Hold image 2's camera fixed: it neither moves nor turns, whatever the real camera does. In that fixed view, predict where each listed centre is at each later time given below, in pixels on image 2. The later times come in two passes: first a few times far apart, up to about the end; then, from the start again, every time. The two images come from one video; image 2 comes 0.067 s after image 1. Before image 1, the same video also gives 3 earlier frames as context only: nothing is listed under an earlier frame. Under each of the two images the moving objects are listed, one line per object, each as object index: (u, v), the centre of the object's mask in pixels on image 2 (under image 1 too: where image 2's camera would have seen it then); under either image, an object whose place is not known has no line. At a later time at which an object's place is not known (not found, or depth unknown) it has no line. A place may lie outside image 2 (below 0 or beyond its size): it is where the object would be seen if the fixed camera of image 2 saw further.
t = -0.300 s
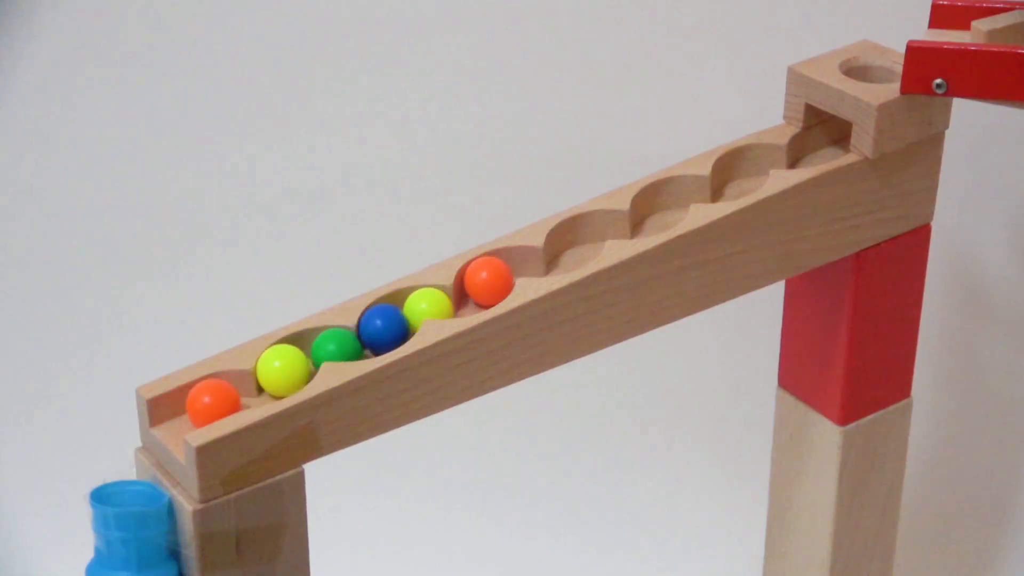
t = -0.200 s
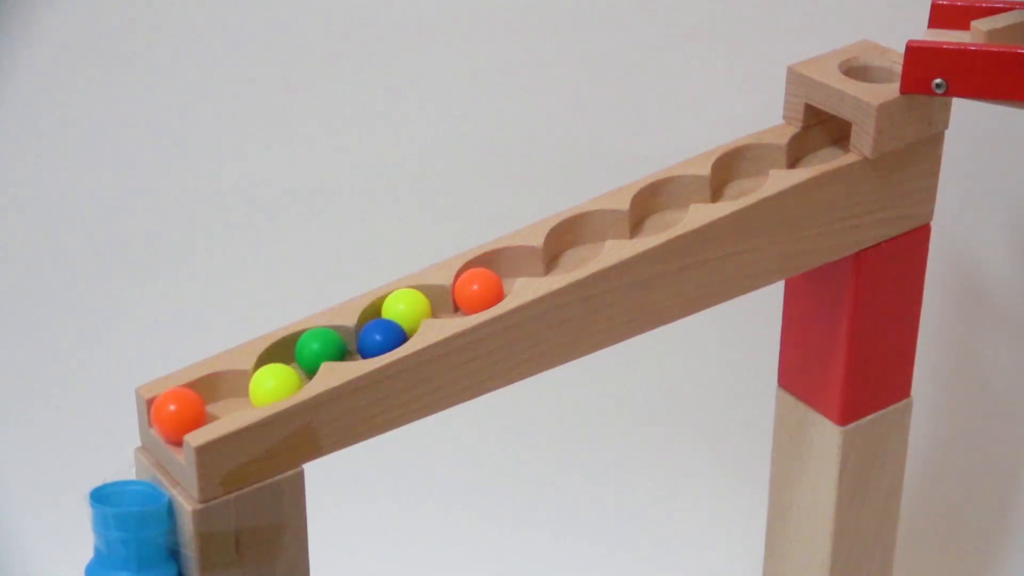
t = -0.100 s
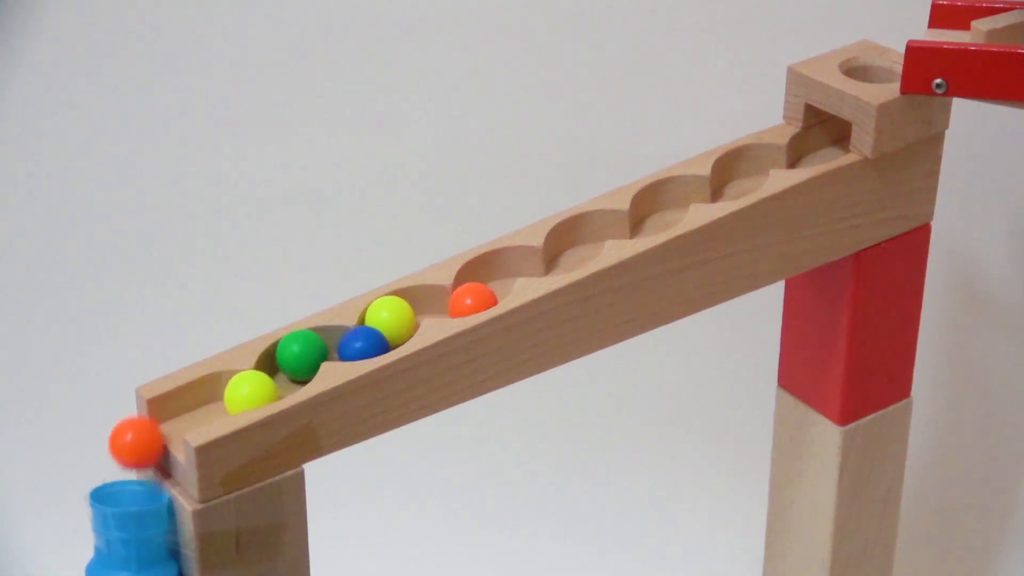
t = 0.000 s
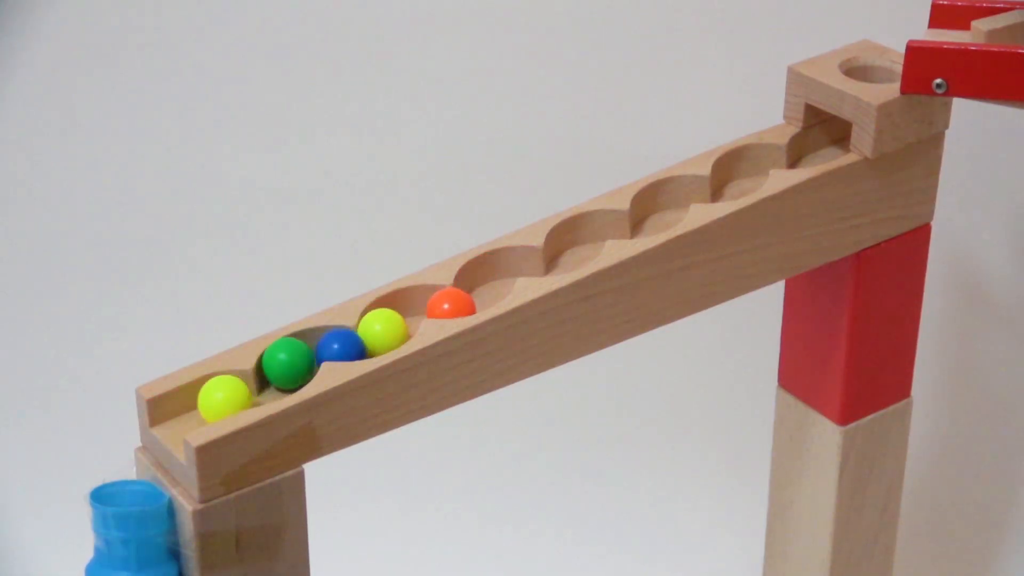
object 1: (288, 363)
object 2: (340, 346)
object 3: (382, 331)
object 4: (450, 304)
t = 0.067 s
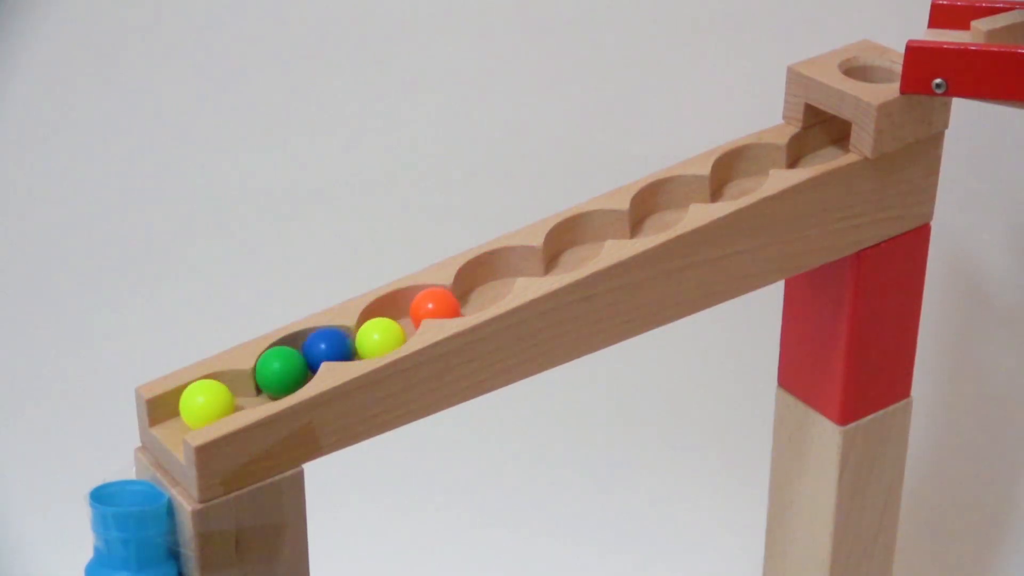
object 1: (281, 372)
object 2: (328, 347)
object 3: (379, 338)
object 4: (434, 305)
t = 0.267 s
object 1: (253, 390)
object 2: (291, 362)
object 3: (346, 347)
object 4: (394, 319)
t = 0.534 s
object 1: (167, 422)
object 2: (254, 389)
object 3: (292, 361)
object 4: (363, 343)
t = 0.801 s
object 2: (173, 418)
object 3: (263, 387)
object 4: (304, 352)
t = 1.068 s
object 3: (195, 408)
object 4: (273, 383)
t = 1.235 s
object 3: (138, 472)
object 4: (231, 396)
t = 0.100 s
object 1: (279, 375)
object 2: (321, 348)
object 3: (377, 341)
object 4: (426, 306)
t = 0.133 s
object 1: (276, 379)
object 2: (315, 349)
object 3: (371, 342)
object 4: (418, 308)
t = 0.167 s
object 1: (272, 383)
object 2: (307, 351)
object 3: (365, 344)
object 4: (409, 309)
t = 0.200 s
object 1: (267, 386)
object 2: (300, 354)
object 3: (359, 346)
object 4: (403, 312)
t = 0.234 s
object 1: (260, 387)
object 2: (296, 358)
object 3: (352, 346)
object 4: (399, 315)
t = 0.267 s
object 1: (253, 390)
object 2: (291, 362)
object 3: (346, 347)
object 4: (394, 319)
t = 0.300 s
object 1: (244, 392)
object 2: (286, 366)
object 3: (339, 347)
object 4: (389, 322)
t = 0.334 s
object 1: (235, 395)
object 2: (282, 370)
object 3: (331, 348)
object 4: (385, 326)
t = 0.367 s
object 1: (225, 398)
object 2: (280, 374)
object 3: (324, 348)
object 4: (382, 329)
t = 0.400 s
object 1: (214, 402)
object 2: (278, 378)
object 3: (316, 349)
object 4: (381, 332)
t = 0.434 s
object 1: (203, 406)
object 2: (275, 381)
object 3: (308, 350)
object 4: (379, 336)
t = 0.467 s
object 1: (191, 410)
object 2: (270, 385)
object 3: (301, 353)
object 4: (377, 339)
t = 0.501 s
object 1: (179, 417)
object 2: (263, 387)
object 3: (297, 357)
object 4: (371, 341)
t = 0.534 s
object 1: (167, 422)
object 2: (254, 389)
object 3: (292, 361)
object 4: (363, 343)
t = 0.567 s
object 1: (156, 430)
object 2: (245, 391)
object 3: (286, 365)
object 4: (356, 345)
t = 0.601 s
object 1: (142, 451)
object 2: (236, 393)
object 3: (282, 369)
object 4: (349, 346)
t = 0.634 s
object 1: (130, 493)
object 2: (226, 396)
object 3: (280, 373)
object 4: (340, 346)
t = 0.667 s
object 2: (217, 399)
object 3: (279, 376)
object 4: (332, 347)
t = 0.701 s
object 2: (206, 403)
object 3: (277, 380)
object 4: (324, 348)
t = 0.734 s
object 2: (195, 407)
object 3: (274, 383)
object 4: (316, 349)
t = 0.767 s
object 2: (184, 412)
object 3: (269, 385)
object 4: (309, 350)
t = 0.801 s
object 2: (173, 418)
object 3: (263, 387)
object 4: (304, 352)
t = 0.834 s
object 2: (162, 424)
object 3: (256, 389)
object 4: (299, 356)
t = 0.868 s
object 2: (148, 436)
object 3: (248, 392)
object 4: (293, 360)
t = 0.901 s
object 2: (135, 471)
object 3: (240, 394)
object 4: (288, 364)
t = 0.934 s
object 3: (232, 396)
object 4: (284, 368)
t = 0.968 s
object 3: (223, 398)
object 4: (281, 372)
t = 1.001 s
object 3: (214, 401)
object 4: (279, 376)
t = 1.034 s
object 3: (205, 404)
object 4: (276, 379)
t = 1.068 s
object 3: (195, 408)
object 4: (273, 383)
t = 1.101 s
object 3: (184, 413)
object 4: (267, 385)
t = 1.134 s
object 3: (173, 419)
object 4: (259, 388)
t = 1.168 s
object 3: (162, 425)
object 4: (250, 390)
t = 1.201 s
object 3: (150, 437)
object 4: (241, 393)
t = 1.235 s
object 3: (138, 472)
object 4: (231, 396)
